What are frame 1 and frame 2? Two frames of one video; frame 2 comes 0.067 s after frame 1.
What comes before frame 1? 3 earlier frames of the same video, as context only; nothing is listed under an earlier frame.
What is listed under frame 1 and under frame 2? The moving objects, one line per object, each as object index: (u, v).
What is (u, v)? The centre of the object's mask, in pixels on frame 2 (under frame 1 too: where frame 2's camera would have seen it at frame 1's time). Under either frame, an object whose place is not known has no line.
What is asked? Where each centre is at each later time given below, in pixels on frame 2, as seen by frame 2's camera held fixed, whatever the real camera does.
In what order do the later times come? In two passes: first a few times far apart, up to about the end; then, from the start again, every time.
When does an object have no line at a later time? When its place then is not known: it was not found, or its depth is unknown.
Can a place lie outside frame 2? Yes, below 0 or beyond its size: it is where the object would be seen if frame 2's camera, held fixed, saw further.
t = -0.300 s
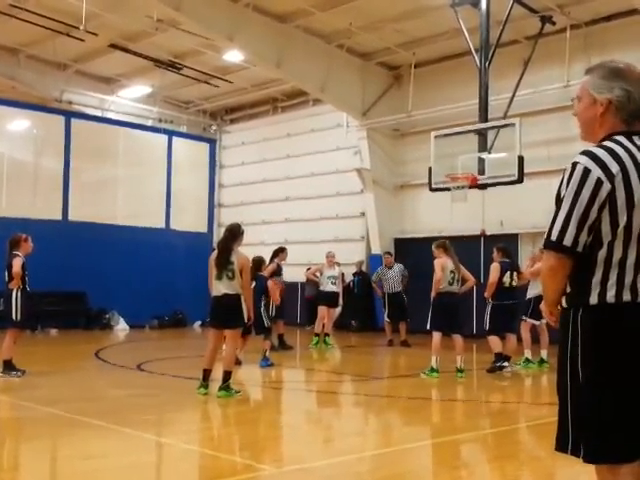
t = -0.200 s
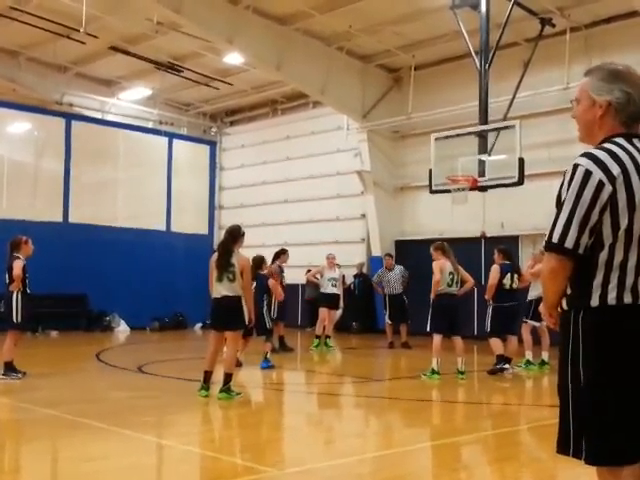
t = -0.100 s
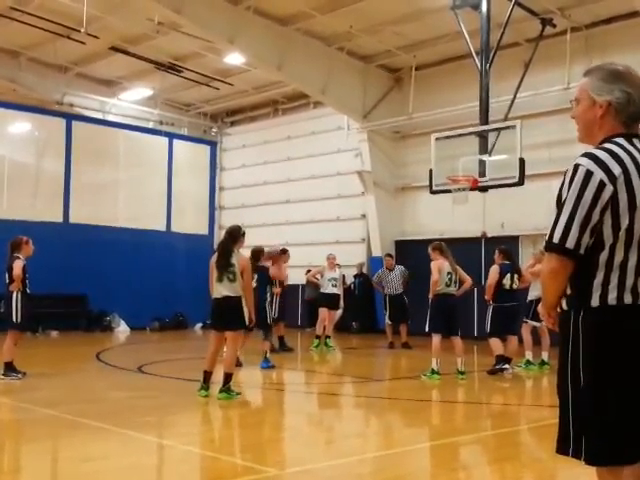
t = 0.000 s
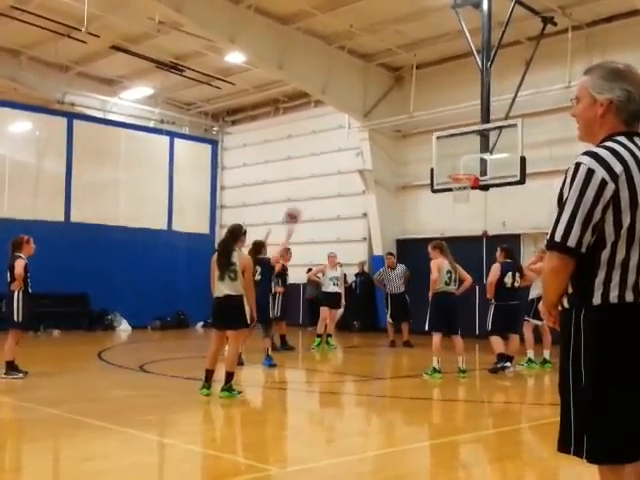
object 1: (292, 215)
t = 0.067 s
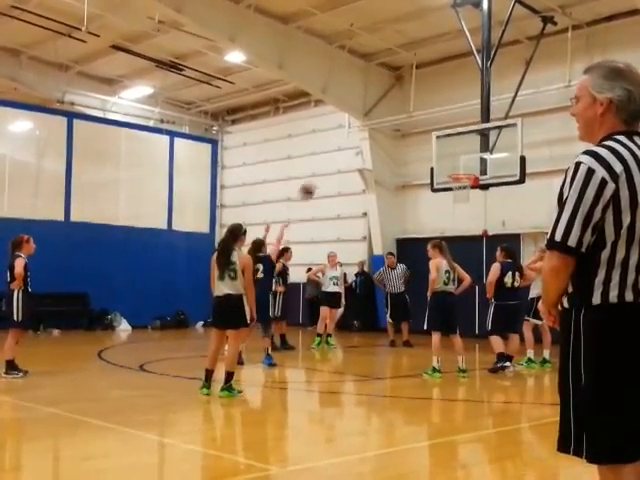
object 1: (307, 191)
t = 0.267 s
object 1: (349, 138)
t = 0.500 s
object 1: (393, 114)
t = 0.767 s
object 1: (437, 126)
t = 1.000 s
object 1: (469, 166)
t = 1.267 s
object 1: (452, 184)
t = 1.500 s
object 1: (455, 193)
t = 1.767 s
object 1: (463, 239)
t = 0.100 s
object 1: (314, 179)
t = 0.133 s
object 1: (321, 169)
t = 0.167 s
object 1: (328, 160)
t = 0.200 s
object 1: (336, 152)
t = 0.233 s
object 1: (343, 145)
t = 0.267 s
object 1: (349, 138)
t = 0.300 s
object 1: (356, 132)
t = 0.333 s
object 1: (362, 128)
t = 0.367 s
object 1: (368, 124)
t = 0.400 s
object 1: (374, 120)
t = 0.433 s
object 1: (380, 117)
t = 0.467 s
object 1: (387, 115)
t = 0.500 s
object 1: (393, 114)
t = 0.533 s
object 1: (398, 113)
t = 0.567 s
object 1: (404, 113)
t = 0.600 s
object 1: (410, 114)
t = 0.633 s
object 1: (415, 115)
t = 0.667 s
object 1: (421, 117)
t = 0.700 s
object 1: (426, 120)
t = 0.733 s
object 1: (432, 123)
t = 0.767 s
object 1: (437, 126)
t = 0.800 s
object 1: (442, 130)
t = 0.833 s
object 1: (447, 135)
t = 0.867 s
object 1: (452, 140)
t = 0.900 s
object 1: (457, 147)
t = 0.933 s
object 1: (462, 152)
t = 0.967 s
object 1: (467, 160)
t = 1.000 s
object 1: (469, 166)
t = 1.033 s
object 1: (466, 170)
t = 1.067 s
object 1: (463, 174)
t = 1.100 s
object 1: (459, 180)
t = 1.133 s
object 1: (456, 185)
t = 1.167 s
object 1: (454, 186)
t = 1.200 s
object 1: (453, 184)
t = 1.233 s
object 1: (453, 184)
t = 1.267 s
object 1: (452, 184)
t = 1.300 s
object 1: (452, 184)
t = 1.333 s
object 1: (452, 184)
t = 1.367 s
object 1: (452, 184)
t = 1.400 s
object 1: (453, 185)
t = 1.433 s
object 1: (453, 188)
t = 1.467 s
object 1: (454, 190)
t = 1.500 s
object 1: (455, 193)
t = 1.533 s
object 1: (455, 196)
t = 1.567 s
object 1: (457, 201)
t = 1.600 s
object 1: (458, 206)
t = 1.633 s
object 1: (458, 212)
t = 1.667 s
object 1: (459, 218)
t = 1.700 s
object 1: (460, 225)
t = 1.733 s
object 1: (462, 232)
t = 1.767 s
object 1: (463, 239)
